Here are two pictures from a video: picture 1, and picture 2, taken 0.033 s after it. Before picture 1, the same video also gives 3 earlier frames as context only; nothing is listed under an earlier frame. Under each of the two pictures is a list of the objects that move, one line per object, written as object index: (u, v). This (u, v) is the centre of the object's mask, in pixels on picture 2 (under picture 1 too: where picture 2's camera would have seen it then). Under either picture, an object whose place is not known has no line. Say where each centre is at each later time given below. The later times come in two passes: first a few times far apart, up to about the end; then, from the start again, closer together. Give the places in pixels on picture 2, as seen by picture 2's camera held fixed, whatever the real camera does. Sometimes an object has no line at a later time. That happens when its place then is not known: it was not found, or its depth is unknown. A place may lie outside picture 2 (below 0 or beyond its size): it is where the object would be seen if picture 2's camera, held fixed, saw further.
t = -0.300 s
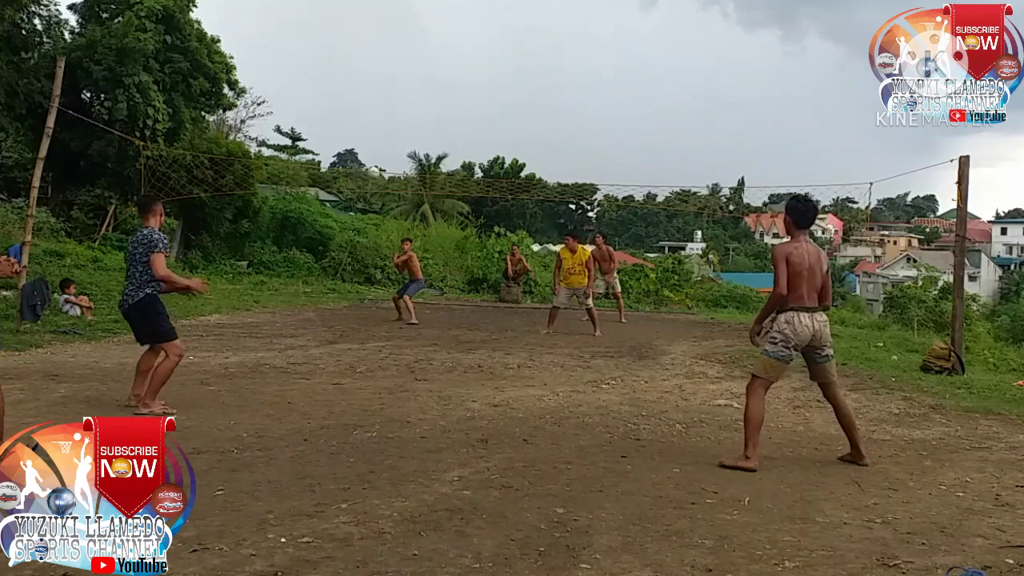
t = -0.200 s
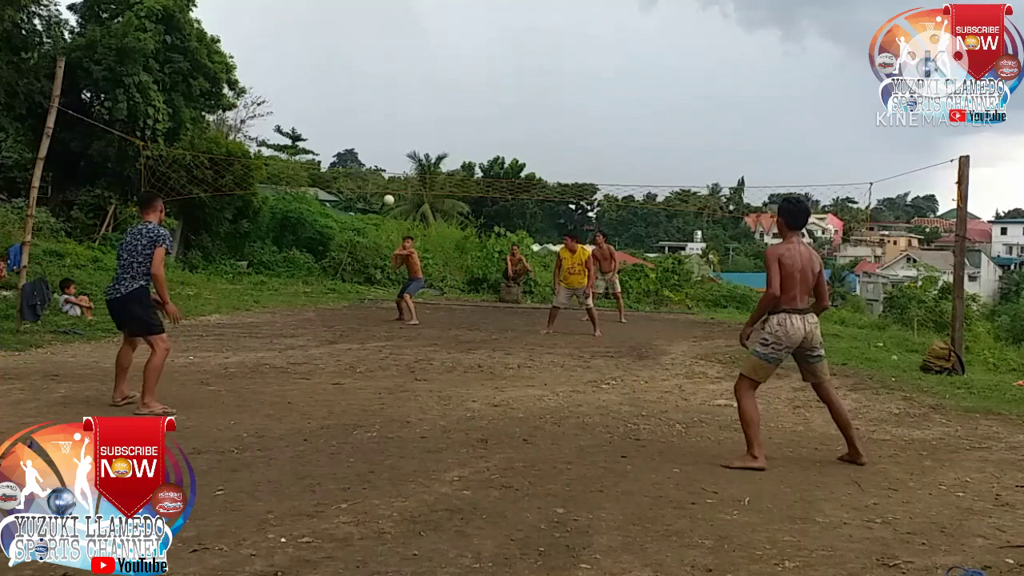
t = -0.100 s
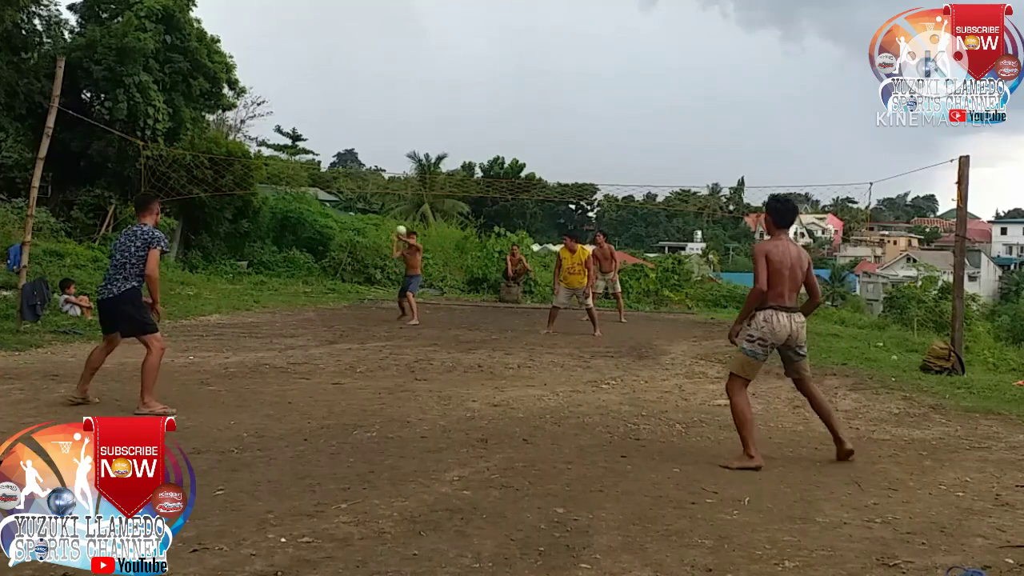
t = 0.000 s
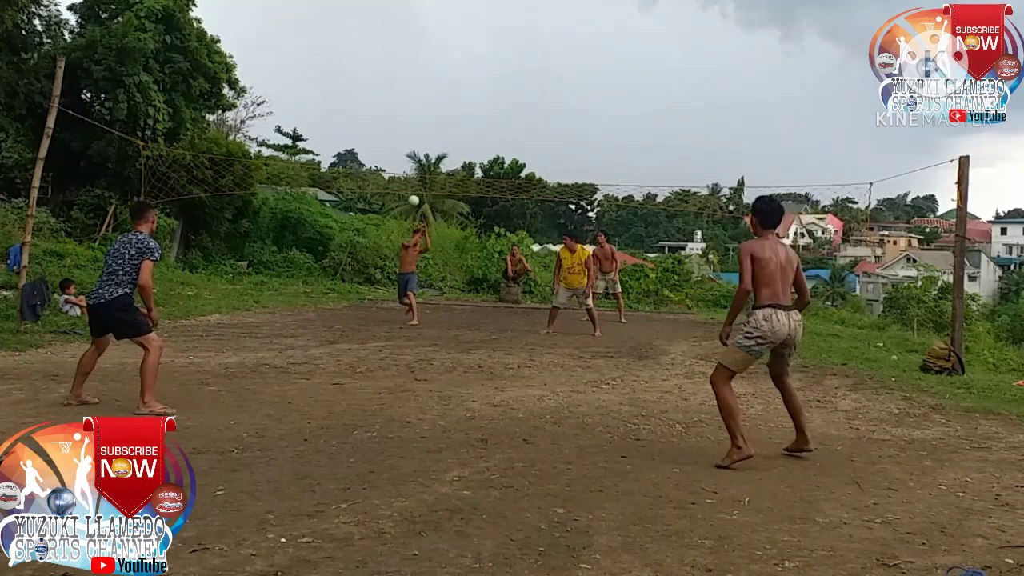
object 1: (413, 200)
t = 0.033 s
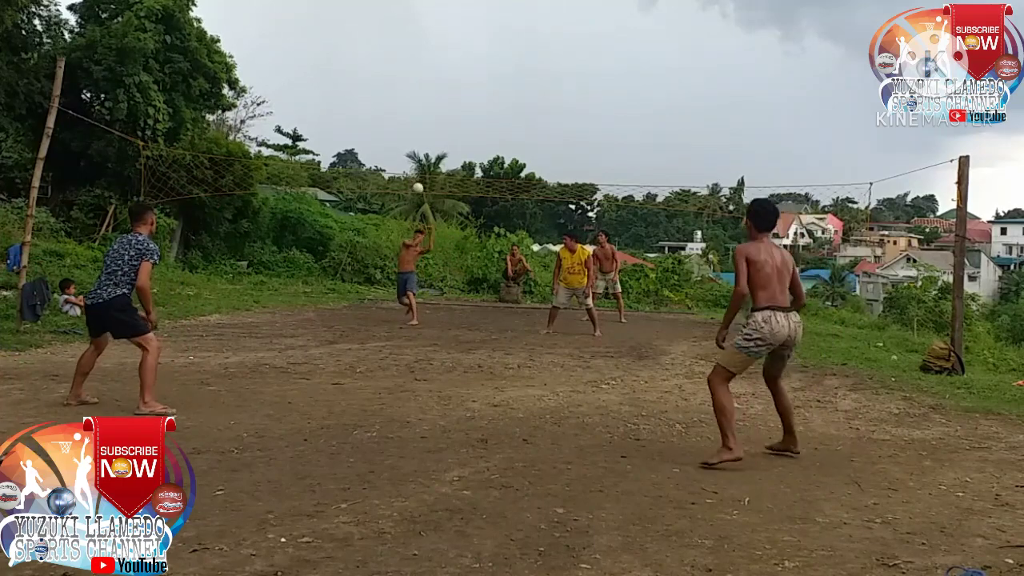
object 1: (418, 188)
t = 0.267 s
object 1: (450, 112)
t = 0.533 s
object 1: (500, 51)
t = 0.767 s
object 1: (563, 42)
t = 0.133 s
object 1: (431, 151)
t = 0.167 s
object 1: (435, 143)
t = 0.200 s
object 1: (440, 132)
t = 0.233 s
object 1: (445, 122)
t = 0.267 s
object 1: (450, 112)
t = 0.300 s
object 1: (456, 103)
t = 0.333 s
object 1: (461, 93)
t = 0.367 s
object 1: (467, 85)
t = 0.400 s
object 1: (473, 77)
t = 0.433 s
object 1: (480, 69)
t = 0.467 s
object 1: (486, 62)
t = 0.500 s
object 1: (493, 56)
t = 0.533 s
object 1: (500, 51)
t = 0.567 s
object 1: (507, 47)
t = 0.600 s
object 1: (516, 43)
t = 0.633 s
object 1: (524, 41)
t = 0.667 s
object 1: (533, 39)
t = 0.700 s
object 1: (542, 39)
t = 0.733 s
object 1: (552, 40)
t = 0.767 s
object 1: (563, 42)
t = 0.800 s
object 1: (574, 46)
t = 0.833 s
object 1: (585, 53)
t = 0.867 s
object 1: (598, 61)
